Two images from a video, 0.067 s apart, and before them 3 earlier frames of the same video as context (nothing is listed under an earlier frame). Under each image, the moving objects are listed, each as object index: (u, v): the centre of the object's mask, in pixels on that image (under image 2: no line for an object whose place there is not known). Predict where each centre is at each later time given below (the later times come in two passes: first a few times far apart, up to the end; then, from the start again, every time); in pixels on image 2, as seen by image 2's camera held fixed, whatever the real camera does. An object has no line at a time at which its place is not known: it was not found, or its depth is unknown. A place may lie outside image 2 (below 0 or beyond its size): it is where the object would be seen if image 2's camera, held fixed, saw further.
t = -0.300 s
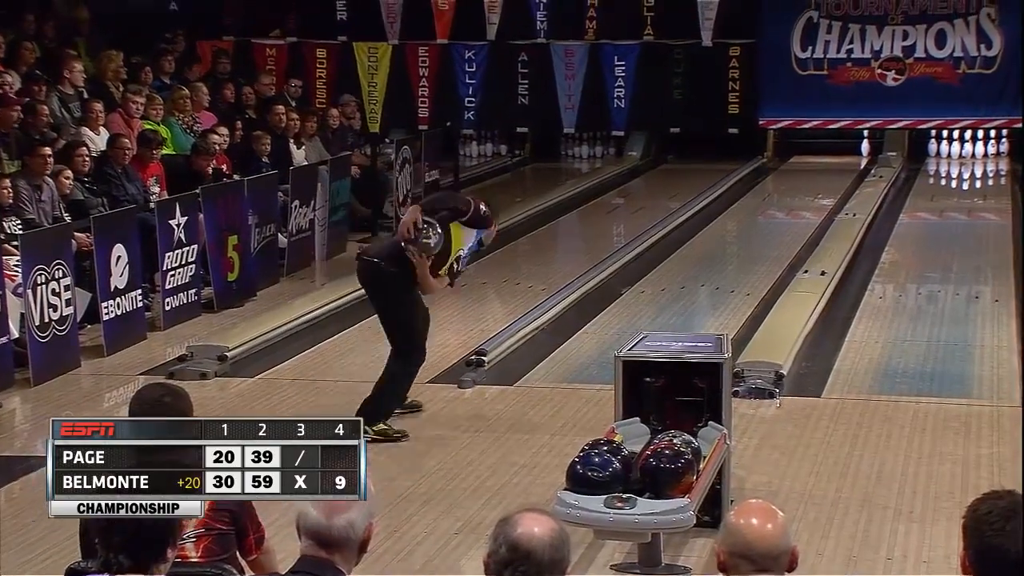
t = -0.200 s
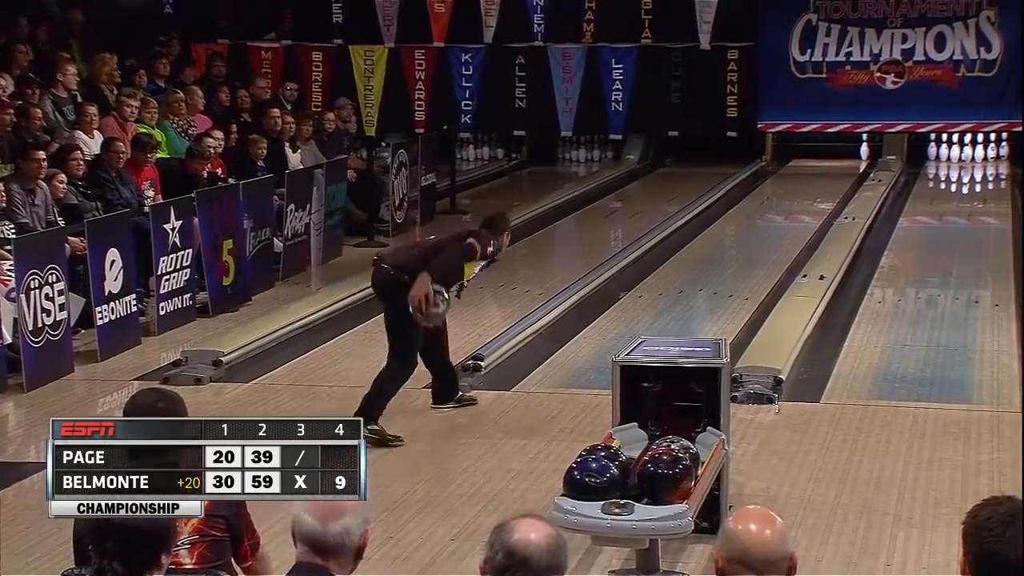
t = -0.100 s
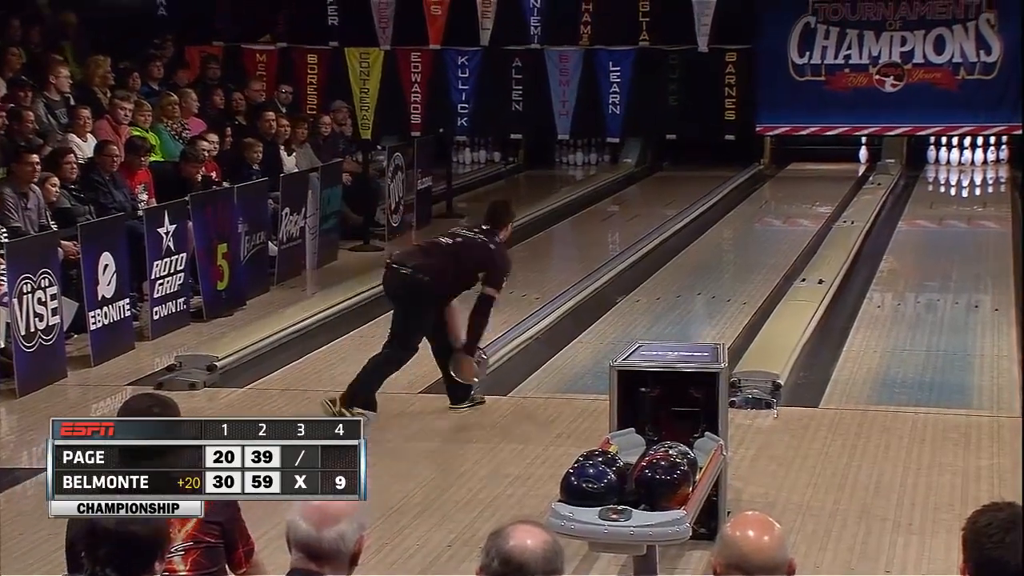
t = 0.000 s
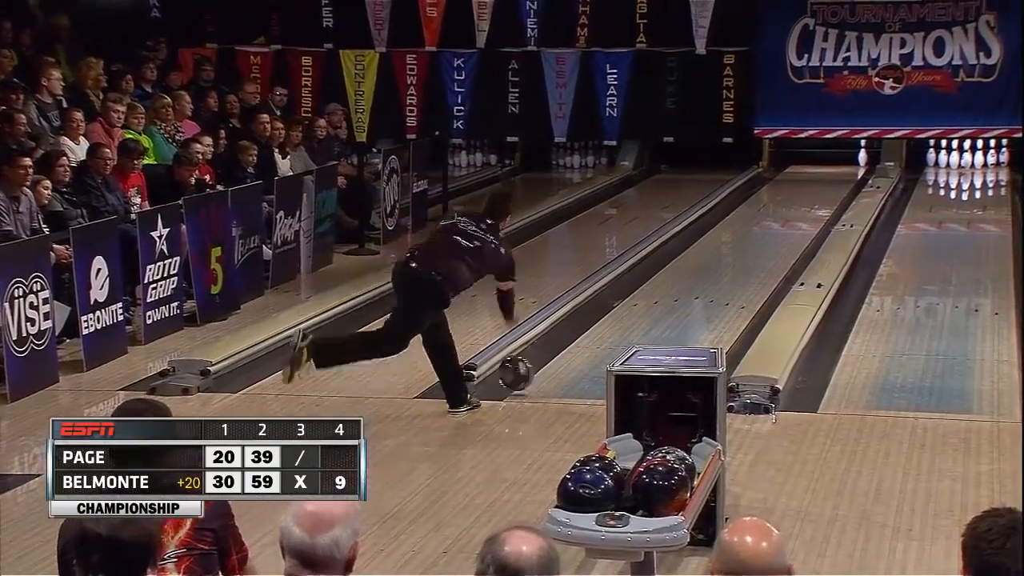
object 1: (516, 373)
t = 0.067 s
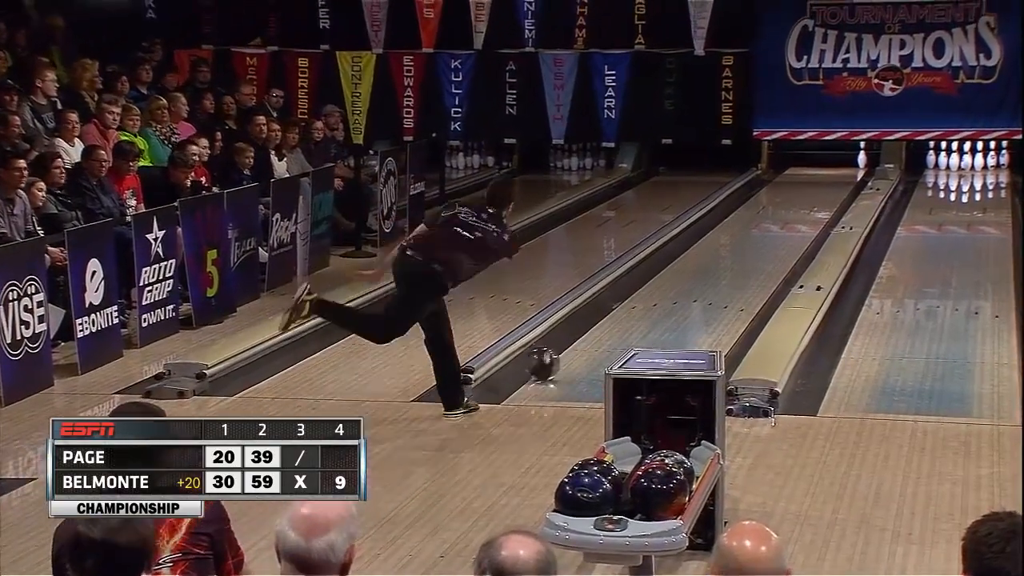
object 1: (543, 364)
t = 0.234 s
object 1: (603, 328)
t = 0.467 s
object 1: (668, 288)
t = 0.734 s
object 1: (725, 255)
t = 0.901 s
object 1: (755, 239)
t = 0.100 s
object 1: (557, 356)
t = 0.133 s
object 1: (569, 349)
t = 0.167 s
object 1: (581, 341)
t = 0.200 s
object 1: (593, 335)
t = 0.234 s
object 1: (603, 328)
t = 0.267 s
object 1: (615, 322)
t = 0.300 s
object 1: (624, 316)
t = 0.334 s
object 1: (634, 310)
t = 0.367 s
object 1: (643, 304)
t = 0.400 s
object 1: (652, 299)
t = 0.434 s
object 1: (660, 293)
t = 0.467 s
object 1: (668, 288)
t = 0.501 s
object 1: (676, 284)
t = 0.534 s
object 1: (684, 279)
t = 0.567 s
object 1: (692, 275)
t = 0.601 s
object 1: (698, 271)
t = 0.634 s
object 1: (706, 267)
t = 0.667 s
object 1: (714, 263)
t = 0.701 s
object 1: (720, 259)
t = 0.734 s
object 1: (725, 255)
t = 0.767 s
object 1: (732, 252)
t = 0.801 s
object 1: (738, 248)
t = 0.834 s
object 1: (745, 245)
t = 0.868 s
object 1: (750, 242)
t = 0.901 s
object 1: (755, 239)
